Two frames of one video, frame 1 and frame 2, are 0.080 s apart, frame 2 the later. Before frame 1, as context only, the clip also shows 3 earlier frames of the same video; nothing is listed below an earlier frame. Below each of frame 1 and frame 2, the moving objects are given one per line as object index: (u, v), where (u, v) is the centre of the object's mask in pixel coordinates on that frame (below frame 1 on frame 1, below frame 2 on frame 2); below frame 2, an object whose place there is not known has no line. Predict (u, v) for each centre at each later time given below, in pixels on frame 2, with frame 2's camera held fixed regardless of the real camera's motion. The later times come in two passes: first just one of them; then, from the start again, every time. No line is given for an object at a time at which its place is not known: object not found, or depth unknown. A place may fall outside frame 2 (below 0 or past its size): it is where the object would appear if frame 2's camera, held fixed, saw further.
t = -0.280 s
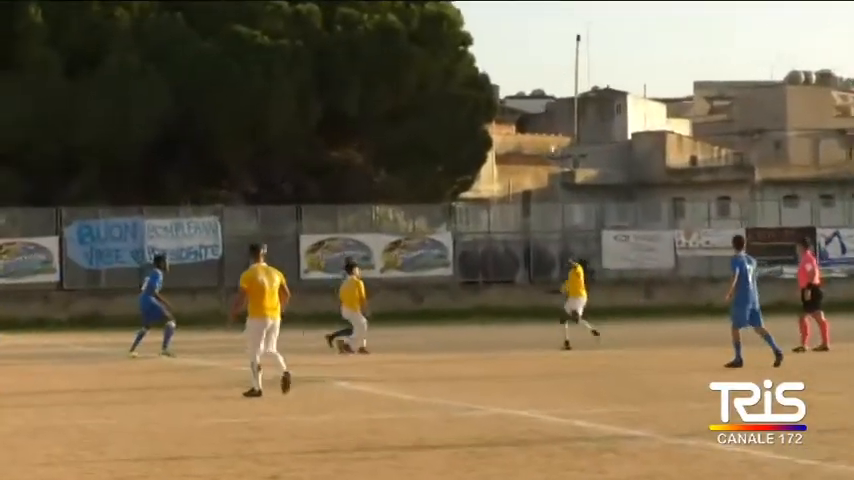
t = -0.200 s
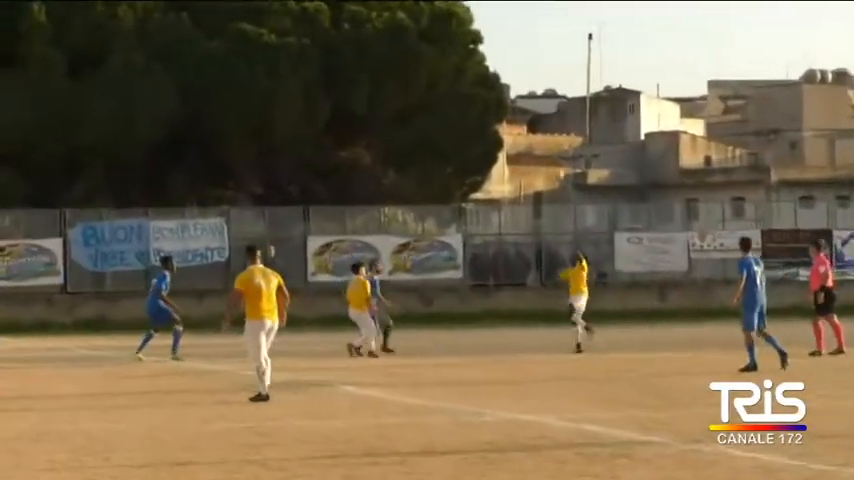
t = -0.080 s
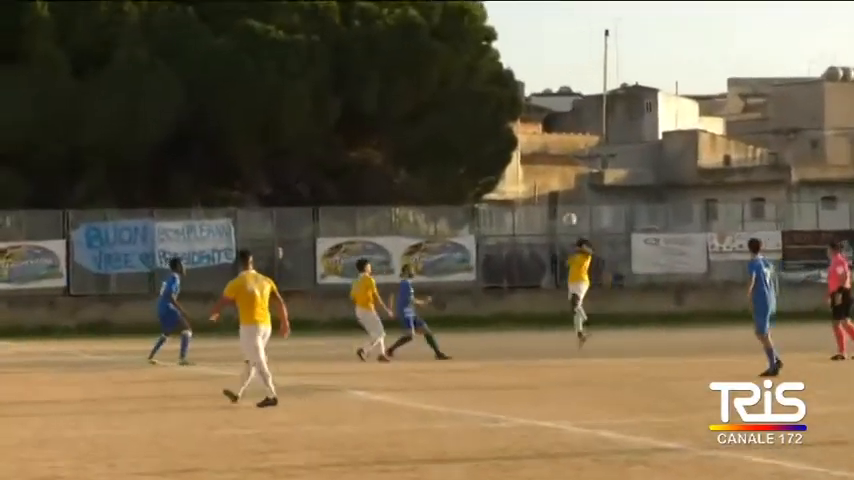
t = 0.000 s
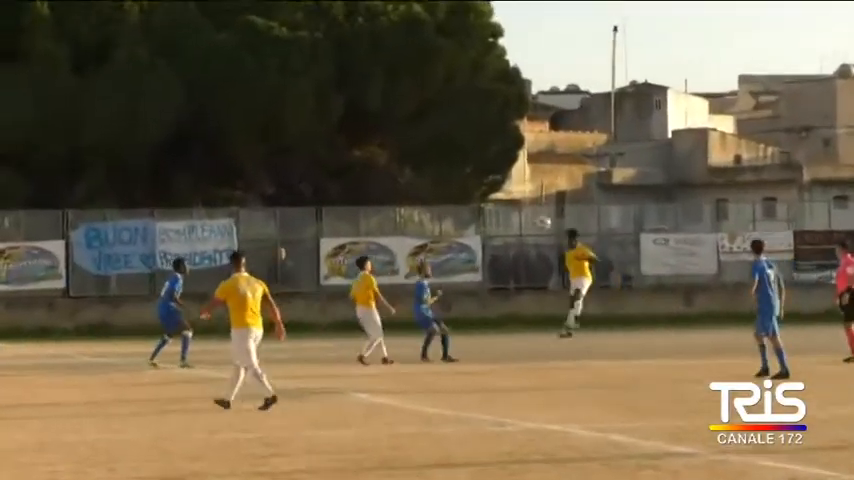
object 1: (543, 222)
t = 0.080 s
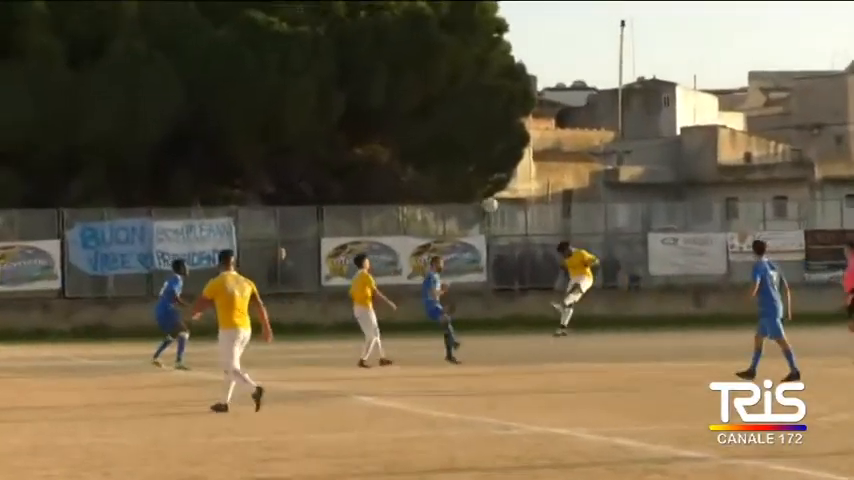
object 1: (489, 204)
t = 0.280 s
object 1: (342, 181)
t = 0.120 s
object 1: (460, 197)
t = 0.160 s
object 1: (431, 192)
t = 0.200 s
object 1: (401, 187)
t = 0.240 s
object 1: (372, 183)
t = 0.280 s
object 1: (342, 181)
